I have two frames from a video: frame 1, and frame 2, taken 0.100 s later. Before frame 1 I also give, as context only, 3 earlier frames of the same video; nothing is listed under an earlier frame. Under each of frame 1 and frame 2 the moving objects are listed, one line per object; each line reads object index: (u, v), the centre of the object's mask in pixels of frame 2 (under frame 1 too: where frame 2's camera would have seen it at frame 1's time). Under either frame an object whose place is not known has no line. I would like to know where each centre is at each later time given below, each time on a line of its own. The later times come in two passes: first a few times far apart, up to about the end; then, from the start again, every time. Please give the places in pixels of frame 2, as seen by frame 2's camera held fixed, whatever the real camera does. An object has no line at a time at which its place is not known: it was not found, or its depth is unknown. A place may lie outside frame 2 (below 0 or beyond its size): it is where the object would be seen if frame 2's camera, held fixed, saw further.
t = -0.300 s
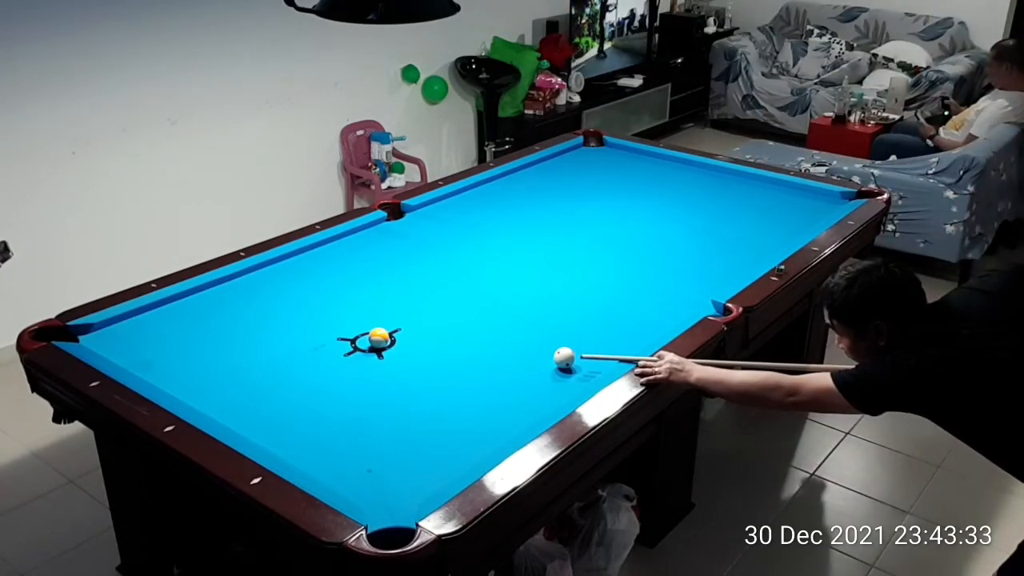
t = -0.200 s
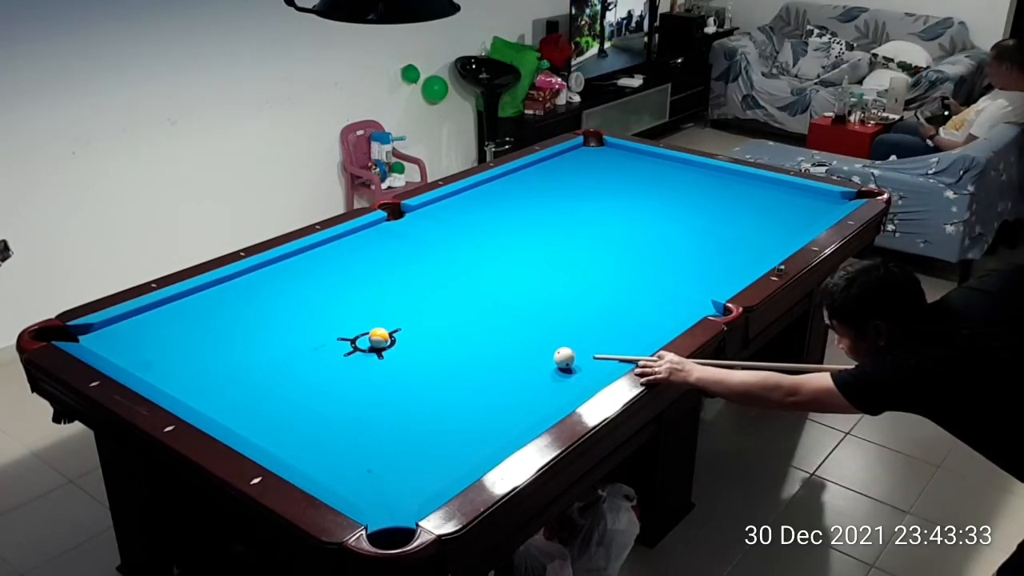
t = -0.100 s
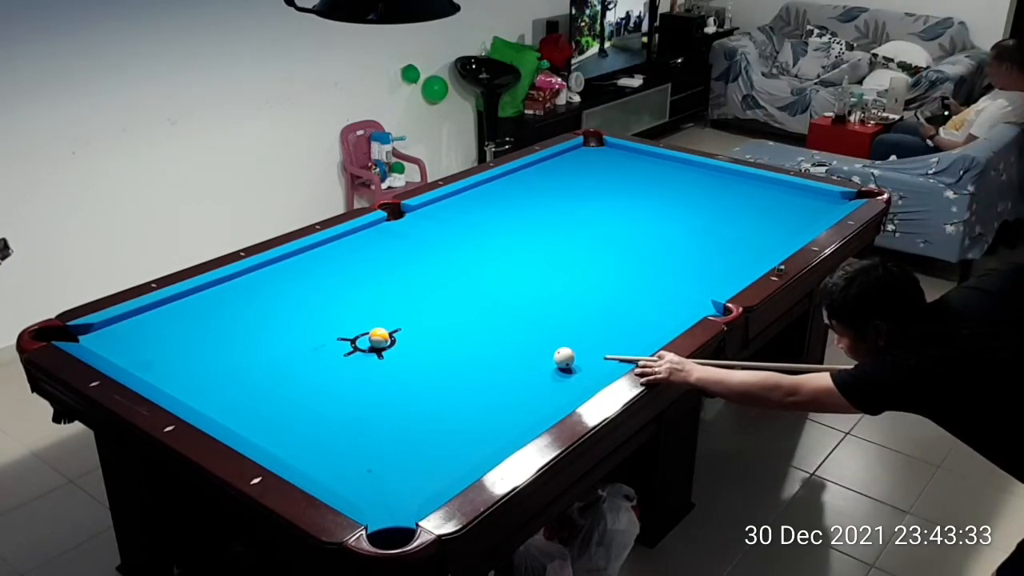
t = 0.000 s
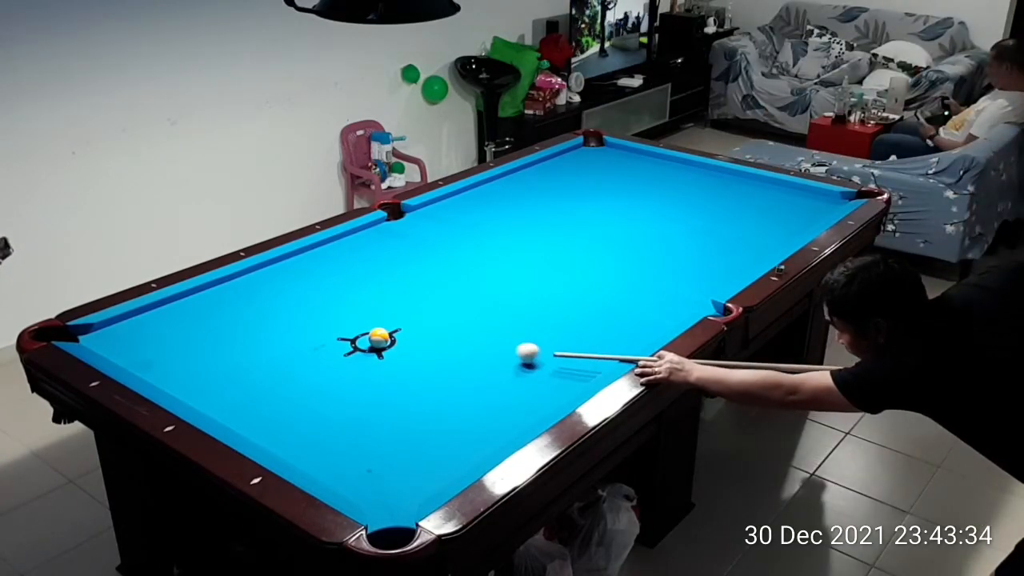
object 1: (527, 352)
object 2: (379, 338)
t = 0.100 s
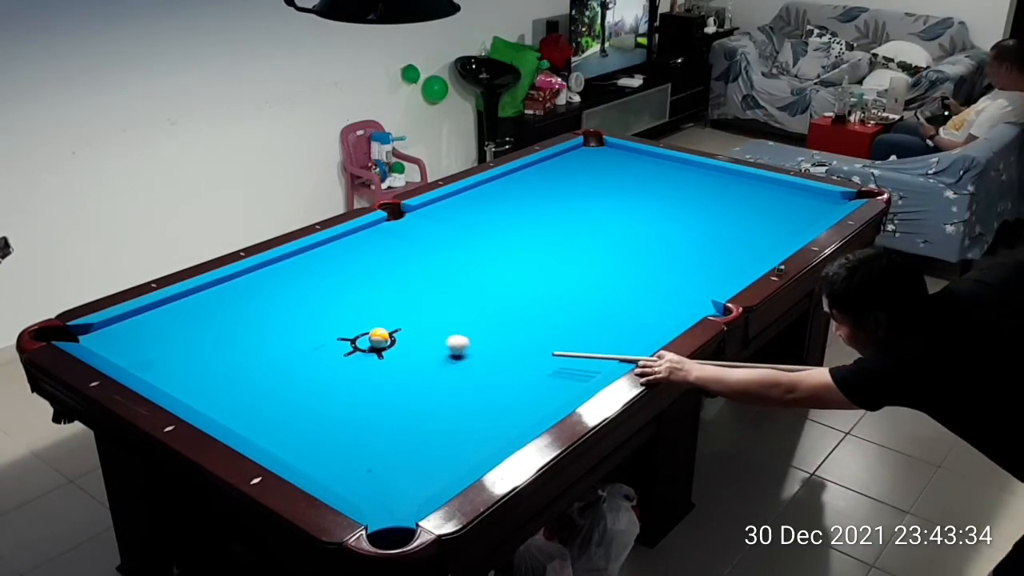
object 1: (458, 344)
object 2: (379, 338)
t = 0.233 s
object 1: (399, 336)
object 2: (350, 336)
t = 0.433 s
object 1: (376, 324)
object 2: (248, 334)
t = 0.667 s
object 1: (344, 312)
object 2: (147, 331)
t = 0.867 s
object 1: (319, 302)
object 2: (67, 335)
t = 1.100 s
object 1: (291, 291)
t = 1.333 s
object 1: (266, 281)
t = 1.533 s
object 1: (247, 273)
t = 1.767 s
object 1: (261, 279)
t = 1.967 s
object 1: (272, 283)
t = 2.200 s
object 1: (284, 288)
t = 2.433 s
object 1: (296, 292)
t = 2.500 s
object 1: (300, 293)
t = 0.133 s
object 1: (435, 342)
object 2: (379, 338)
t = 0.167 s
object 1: (413, 339)
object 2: (379, 338)
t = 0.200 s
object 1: (399, 337)
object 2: (372, 337)
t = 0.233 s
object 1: (399, 336)
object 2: (350, 336)
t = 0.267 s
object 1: (397, 334)
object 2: (330, 336)
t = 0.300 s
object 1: (394, 332)
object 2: (312, 336)
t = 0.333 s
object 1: (391, 330)
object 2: (294, 335)
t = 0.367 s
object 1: (386, 328)
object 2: (278, 334)
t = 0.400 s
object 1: (381, 326)
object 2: (263, 334)
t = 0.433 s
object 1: (376, 324)
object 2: (248, 334)
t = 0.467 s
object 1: (372, 322)
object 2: (233, 334)
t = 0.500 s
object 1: (367, 320)
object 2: (219, 333)
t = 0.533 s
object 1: (362, 318)
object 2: (204, 333)
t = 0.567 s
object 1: (358, 317)
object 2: (190, 332)
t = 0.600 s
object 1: (353, 315)
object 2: (176, 332)
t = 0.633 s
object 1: (349, 314)
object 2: (161, 332)
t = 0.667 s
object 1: (344, 312)
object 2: (147, 331)
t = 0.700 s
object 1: (340, 310)
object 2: (132, 331)
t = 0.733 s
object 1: (335, 308)
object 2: (118, 330)
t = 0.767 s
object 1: (331, 307)
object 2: (104, 330)
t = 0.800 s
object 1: (327, 305)
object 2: (90, 330)
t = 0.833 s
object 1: (323, 303)
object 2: (78, 332)
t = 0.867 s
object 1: (319, 302)
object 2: (67, 335)
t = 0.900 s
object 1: (315, 300)
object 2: (55, 340)
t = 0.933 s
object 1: (310, 299)
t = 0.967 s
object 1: (306, 297)
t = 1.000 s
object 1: (302, 295)
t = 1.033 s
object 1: (299, 294)
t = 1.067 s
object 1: (295, 292)
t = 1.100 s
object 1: (291, 291)
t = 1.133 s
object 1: (287, 289)
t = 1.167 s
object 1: (284, 288)
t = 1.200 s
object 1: (280, 287)
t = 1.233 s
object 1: (276, 285)
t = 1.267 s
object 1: (273, 284)
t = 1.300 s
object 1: (269, 283)
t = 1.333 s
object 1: (266, 281)
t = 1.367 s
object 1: (262, 280)
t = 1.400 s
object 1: (259, 278)
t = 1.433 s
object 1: (256, 277)
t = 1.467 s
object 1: (252, 276)
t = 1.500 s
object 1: (249, 274)
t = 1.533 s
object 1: (247, 273)
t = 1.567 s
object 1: (249, 274)
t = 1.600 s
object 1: (251, 275)
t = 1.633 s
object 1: (253, 276)
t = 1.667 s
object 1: (255, 277)
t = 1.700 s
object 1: (257, 277)
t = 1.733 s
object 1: (259, 278)
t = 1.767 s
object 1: (261, 279)
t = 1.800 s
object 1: (263, 280)
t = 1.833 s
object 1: (264, 280)
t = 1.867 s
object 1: (266, 281)
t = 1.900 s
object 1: (268, 282)
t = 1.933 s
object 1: (270, 283)
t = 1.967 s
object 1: (272, 283)
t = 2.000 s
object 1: (274, 284)
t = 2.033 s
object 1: (275, 285)
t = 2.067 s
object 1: (277, 285)
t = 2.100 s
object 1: (279, 286)
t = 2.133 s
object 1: (281, 286)
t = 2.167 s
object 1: (283, 287)
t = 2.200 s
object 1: (284, 288)
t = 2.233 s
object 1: (286, 288)
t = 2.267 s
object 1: (288, 289)
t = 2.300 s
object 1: (290, 289)
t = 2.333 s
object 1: (291, 290)
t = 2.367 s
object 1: (293, 291)
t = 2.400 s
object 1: (295, 291)
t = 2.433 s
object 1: (296, 292)
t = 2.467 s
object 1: (298, 292)
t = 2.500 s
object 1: (300, 293)
